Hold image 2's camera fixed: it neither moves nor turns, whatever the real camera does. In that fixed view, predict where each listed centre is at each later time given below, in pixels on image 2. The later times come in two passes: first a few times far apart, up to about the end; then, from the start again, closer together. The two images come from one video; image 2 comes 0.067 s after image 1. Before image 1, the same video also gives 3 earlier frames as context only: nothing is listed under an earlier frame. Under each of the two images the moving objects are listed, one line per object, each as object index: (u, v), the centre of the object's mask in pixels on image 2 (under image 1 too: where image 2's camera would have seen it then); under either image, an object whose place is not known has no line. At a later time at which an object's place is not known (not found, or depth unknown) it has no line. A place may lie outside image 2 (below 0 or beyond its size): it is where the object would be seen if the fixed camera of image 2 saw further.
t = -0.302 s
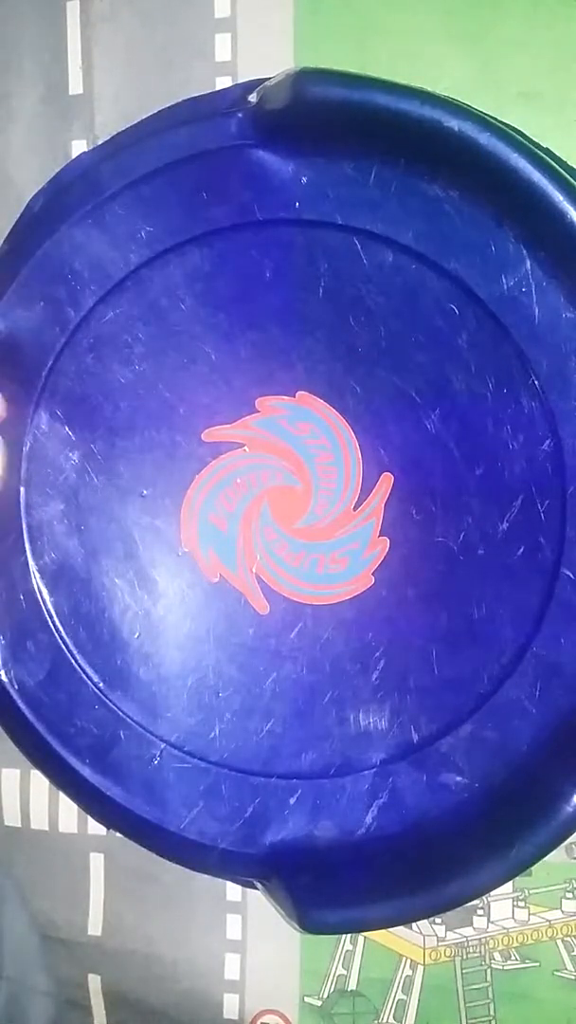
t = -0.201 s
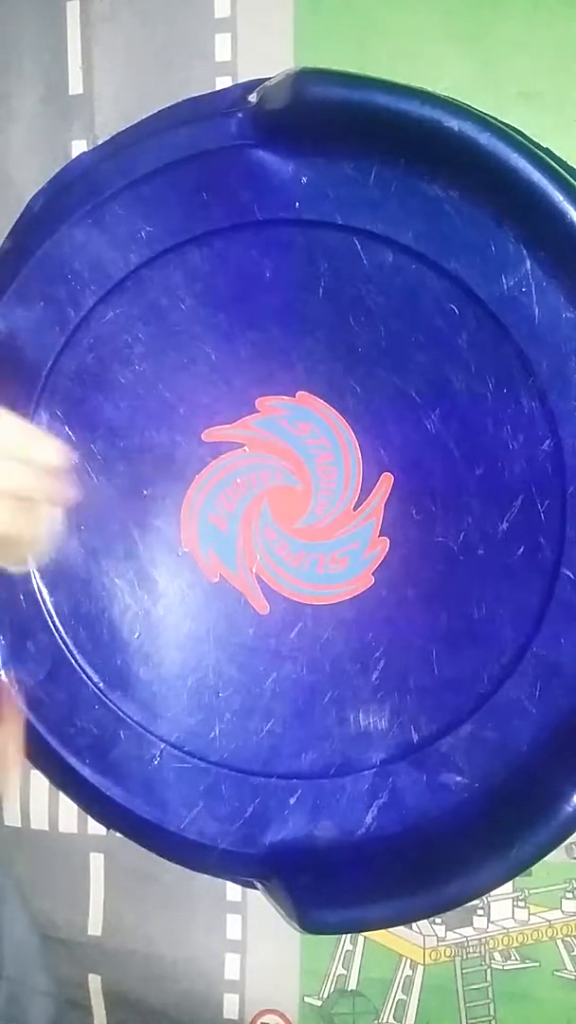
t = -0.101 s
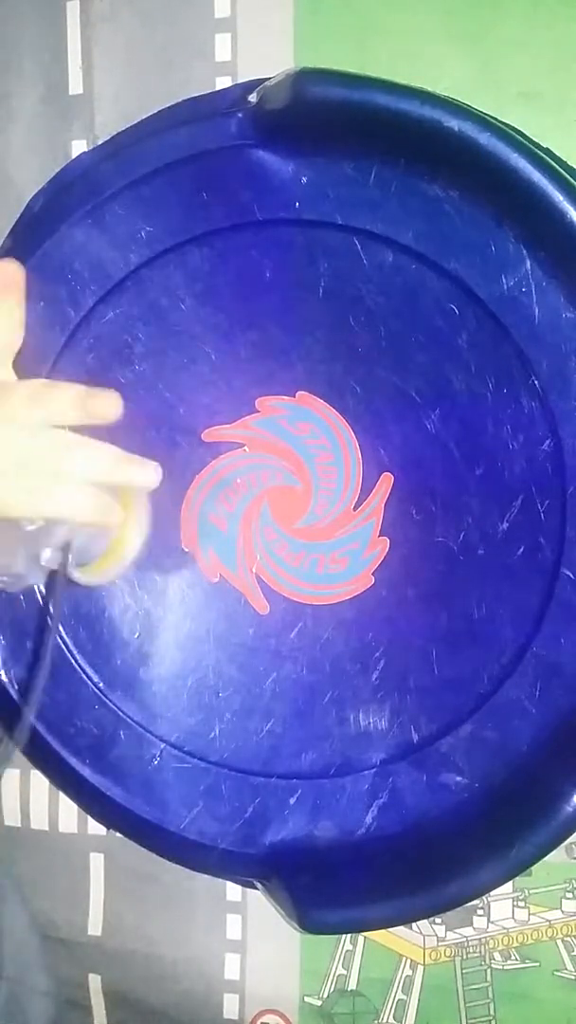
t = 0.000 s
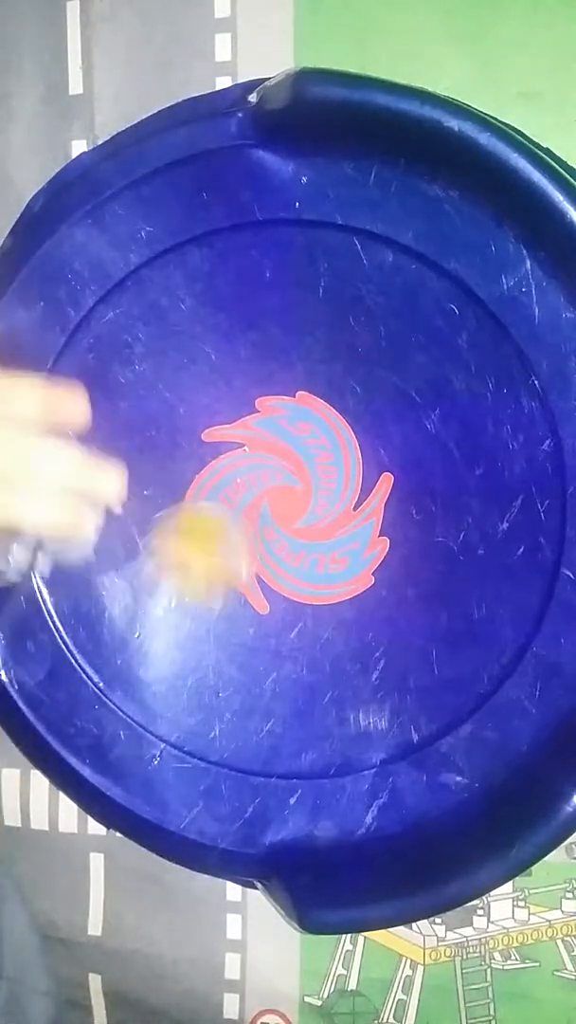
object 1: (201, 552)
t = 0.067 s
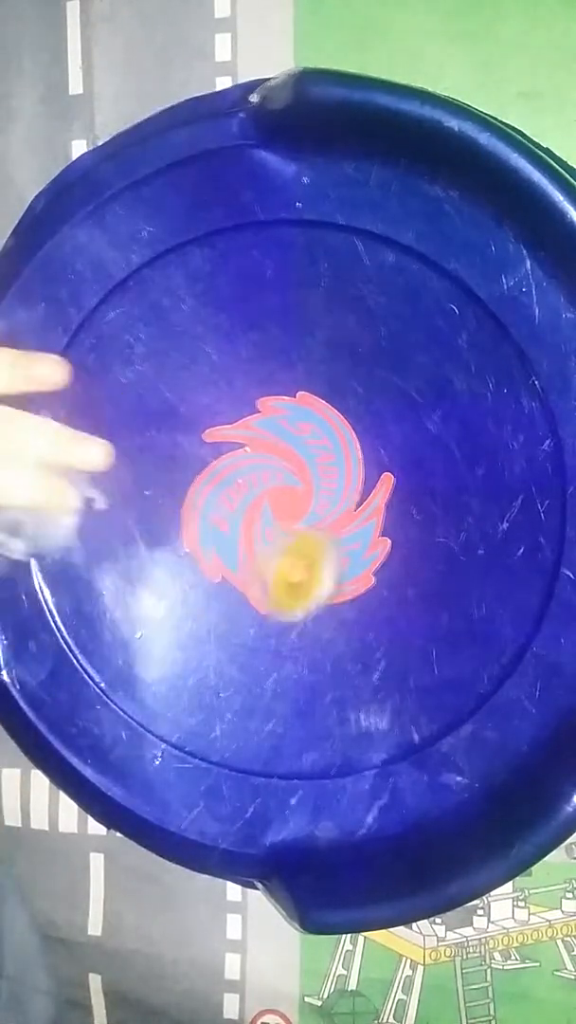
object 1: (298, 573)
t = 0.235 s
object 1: (303, 570)
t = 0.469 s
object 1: (208, 506)
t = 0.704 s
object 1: (181, 440)
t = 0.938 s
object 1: (251, 425)
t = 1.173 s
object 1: (330, 432)
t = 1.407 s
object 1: (337, 428)
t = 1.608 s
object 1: (308, 437)
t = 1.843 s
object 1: (282, 414)
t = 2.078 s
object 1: (285, 420)
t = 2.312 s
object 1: (314, 439)
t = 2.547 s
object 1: (295, 434)
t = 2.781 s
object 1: (292, 433)
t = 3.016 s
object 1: (310, 440)
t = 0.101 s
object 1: (300, 580)
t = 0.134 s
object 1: (302, 584)
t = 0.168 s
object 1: (308, 584)
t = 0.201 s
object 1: (314, 578)
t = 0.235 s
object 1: (303, 570)
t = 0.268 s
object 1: (286, 563)
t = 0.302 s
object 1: (271, 554)
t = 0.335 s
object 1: (255, 548)
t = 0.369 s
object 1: (243, 539)
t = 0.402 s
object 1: (232, 530)
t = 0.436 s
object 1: (219, 520)
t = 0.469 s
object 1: (208, 506)
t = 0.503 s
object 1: (196, 495)
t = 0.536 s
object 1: (187, 484)
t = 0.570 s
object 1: (181, 474)
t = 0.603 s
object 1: (176, 466)
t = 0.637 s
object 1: (176, 456)
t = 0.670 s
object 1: (178, 447)
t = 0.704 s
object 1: (181, 440)
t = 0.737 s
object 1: (189, 434)
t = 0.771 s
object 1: (195, 428)
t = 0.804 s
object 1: (201, 424)
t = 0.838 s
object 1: (209, 423)
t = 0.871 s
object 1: (221, 422)
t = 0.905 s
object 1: (238, 425)
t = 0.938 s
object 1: (251, 425)
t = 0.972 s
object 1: (268, 427)
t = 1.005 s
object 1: (283, 428)
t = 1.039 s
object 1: (297, 431)
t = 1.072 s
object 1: (309, 432)
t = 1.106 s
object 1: (320, 435)
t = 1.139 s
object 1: (326, 435)
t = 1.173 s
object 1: (330, 432)
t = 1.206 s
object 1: (333, 430)
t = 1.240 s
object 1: (336, 428)
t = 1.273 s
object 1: (339, 426)
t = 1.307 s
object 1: (340, 424)
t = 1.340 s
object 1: (340, 425)
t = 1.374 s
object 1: (339, 427)
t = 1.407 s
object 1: (337, 428)
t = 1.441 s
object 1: (335, 429)
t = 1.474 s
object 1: (332, 431)
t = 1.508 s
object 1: (329, 433)
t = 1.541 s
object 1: (324, 435)
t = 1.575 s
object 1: (317, 436)
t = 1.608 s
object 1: (308, 437)
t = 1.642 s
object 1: (296, 434)
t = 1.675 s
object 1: (291, 430)
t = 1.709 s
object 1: (288, 427)
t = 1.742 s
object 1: (286, 422)
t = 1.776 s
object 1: (284, 419)
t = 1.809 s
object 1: (283, 416)
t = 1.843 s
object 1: (282, 414)
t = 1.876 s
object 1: (281, 412)
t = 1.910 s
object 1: (281, 412)
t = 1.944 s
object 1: (281, 413)
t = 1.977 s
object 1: (282, 414)
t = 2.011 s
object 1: (283, 415)
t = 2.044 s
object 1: (284, 417)
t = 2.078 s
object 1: (285, 420)
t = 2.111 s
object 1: (286, 423)
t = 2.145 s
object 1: (288, 426)
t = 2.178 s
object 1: (292, 430)
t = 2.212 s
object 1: (294, 433)
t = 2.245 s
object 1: (305, 440)
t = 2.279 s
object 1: (311, 439)
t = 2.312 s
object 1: (314, 439)
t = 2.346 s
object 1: (314, 439)
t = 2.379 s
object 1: (314, 439)
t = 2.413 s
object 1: (312, 440)
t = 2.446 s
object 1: (308, 440)
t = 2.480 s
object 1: (302, 438)
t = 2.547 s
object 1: (295, 434)
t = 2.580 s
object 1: (293, 433)
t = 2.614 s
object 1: (292, 432)
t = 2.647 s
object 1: (292, 432)
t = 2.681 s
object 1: (291, 432)
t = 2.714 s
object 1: (291, 432)
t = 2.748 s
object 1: (292, 432)
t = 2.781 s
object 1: (292, 433)
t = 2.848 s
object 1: (295, 435)
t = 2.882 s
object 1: (297, 436)
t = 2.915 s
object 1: (300, 438)
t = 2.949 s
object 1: (304, 440)
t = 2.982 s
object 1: (309, 440)
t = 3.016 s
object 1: (310, 440)
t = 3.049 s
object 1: (309, 440)
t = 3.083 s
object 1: (307, 440)
